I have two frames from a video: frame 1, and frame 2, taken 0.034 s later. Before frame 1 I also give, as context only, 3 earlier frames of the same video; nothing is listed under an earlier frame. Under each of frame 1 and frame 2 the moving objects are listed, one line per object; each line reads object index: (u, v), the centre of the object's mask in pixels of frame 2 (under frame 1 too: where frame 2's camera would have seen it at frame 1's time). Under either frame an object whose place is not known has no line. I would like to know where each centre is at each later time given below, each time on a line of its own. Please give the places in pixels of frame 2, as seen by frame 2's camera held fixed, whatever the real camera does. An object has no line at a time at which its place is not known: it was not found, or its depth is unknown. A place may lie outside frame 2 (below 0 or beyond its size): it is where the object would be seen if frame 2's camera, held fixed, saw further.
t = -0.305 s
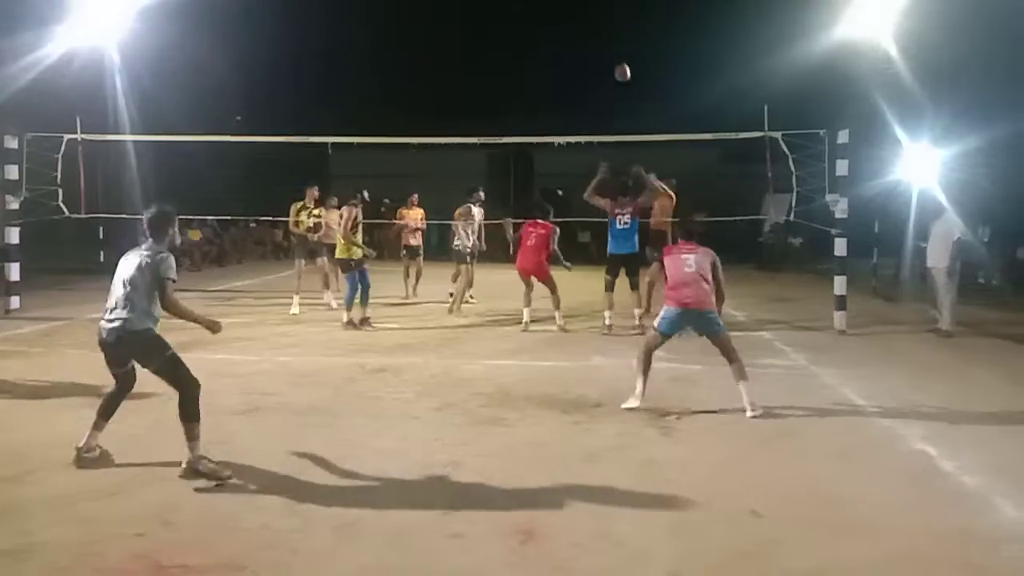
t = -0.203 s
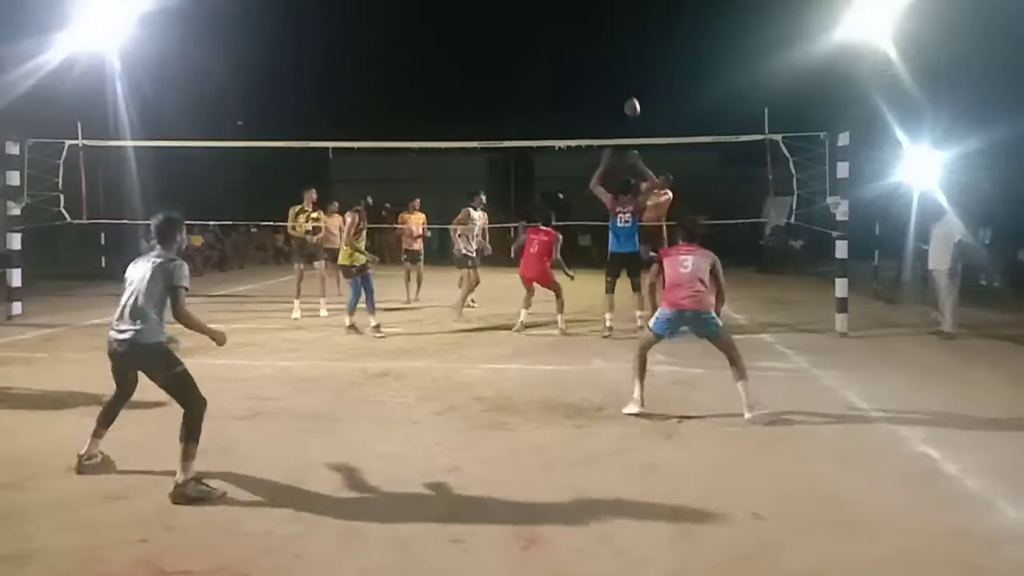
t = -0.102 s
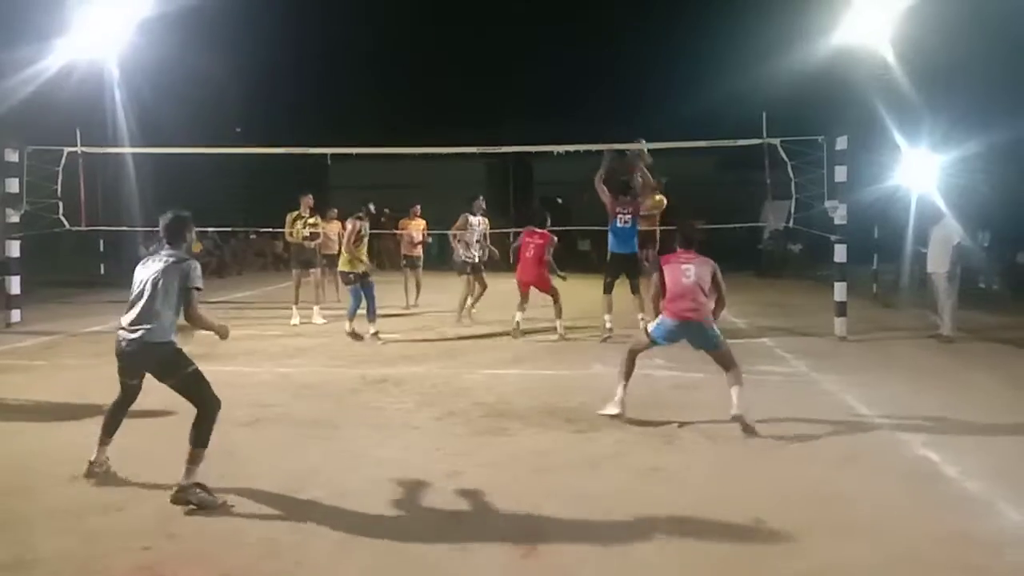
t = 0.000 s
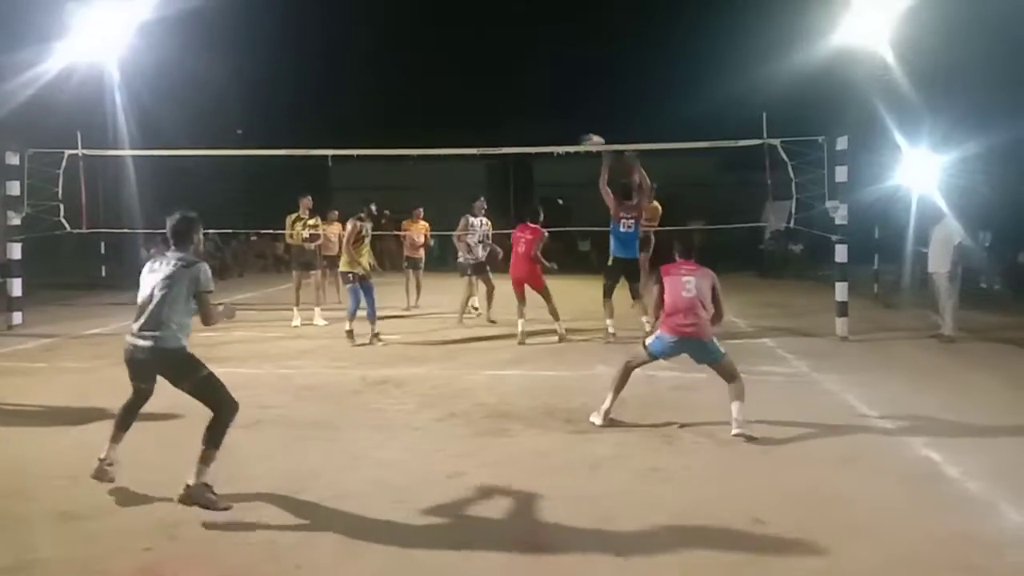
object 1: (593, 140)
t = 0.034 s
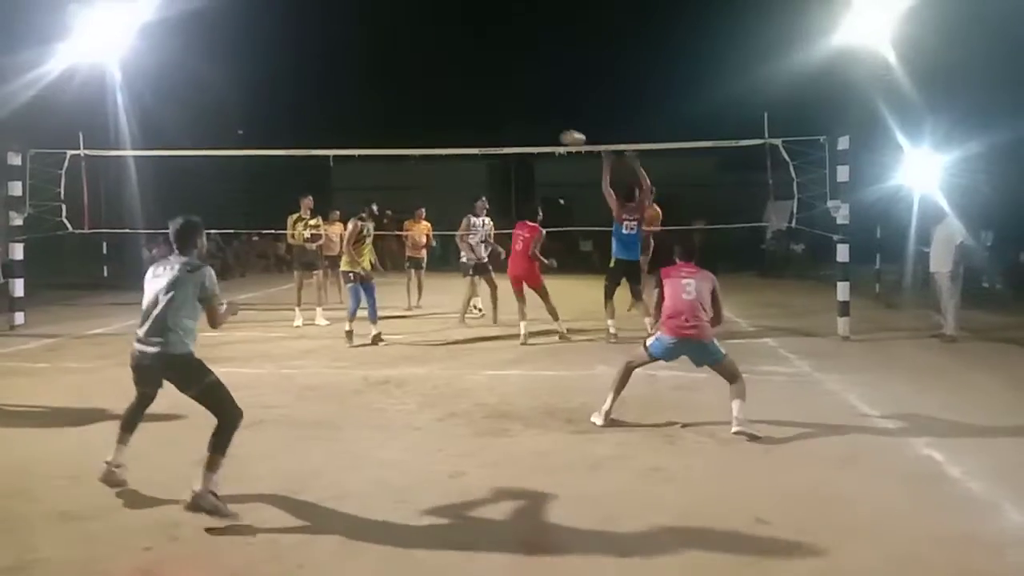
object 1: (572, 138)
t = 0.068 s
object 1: (551, 135)
